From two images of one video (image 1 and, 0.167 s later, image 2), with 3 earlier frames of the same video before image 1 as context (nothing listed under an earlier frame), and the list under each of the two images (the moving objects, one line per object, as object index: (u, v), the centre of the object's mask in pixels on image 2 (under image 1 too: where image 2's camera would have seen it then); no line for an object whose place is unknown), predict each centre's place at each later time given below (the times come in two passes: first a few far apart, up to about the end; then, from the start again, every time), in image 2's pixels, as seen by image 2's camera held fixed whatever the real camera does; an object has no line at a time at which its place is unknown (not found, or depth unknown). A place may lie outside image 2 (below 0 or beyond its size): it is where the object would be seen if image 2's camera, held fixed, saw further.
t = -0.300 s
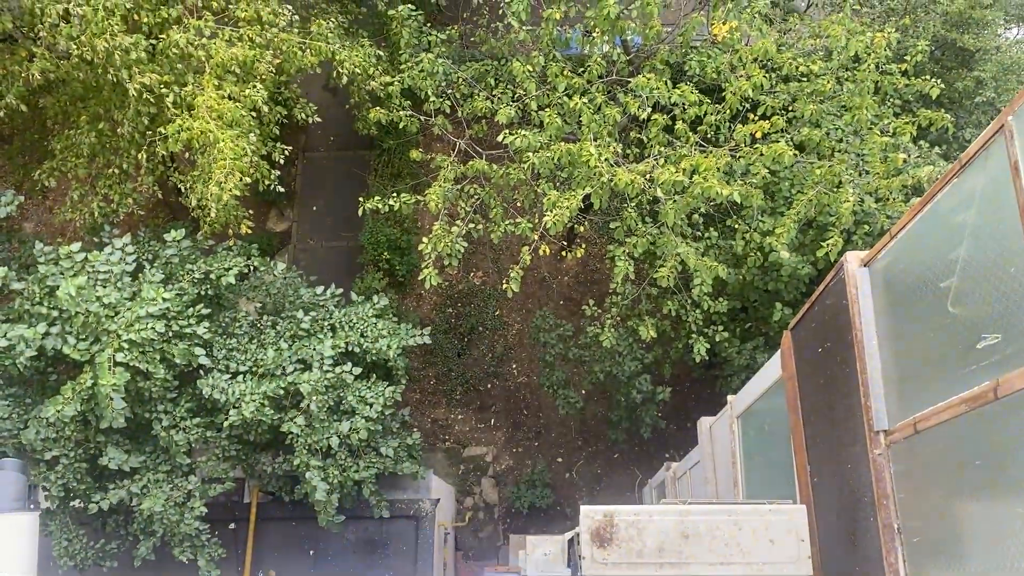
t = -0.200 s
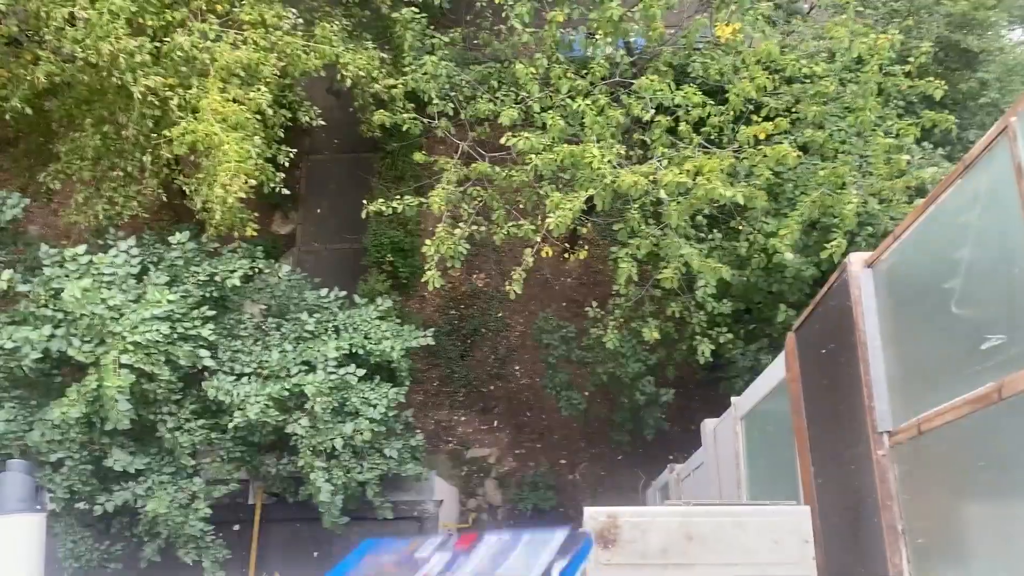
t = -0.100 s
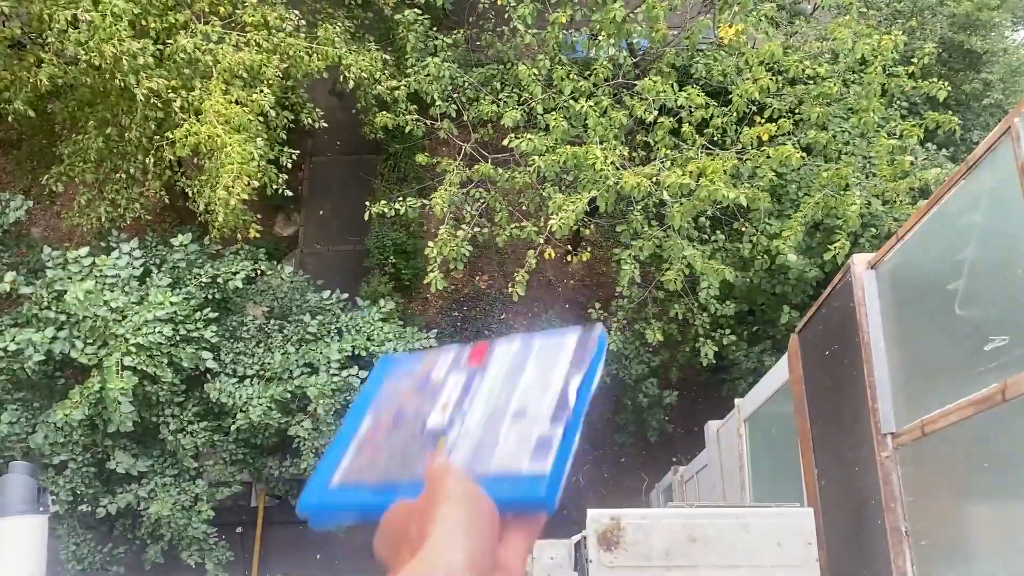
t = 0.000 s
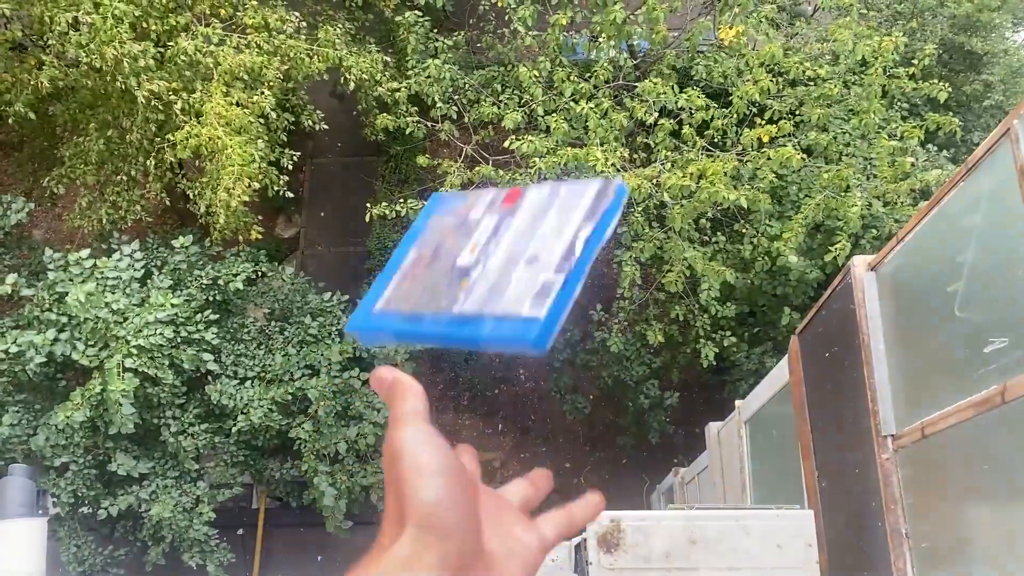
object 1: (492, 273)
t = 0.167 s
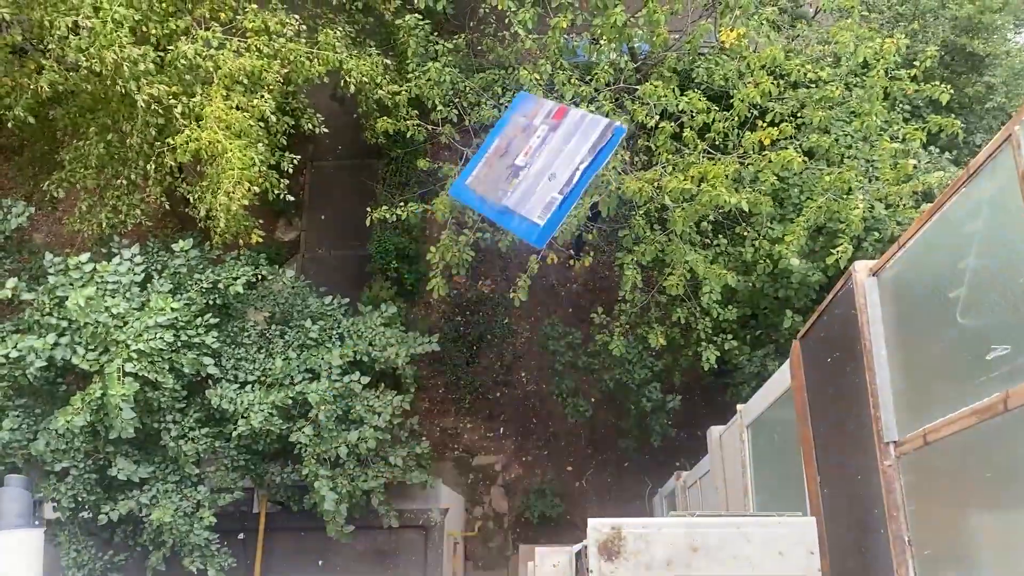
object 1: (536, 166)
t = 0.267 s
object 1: (554, 174)
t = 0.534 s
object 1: (551, 207)
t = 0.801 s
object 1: (578, 280)
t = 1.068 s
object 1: (623, 365)
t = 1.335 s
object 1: (652, 380)
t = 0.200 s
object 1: (543, 166)
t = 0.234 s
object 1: (549, 170)
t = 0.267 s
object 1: (554, 174)
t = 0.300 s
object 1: (558, 179)
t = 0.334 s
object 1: (559, 185)
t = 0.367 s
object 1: (558, 190)
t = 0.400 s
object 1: (556, 193)
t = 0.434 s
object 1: (553, 196)
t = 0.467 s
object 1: (551, 199)
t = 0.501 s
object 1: (551, 203)
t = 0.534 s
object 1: (551, 207)
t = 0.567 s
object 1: (553, 214)
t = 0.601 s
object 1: (556, 221)
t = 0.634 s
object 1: (560, 230)
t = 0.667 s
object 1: (562, 239)
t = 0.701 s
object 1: (567, 249)
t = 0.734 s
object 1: (571, 260)
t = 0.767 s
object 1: (575, 270)
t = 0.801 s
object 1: (578, 280)
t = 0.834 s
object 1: (581, 291)
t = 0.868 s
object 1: (584, 301)
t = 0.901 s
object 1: (587, 313)
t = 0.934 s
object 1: (592, 324)
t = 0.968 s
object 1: (597, 336)
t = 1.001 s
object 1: (606, 348)
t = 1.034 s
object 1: (615, 358)
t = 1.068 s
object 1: (623, 365)
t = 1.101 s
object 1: (630, 371)
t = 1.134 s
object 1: (636, 375)
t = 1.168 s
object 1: (643, 378)
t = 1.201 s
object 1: (647, 381)
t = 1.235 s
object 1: (650, 382)
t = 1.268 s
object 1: (652, 383)
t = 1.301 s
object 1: (652, 382)
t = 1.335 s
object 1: (652, 380)
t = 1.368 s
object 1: (652, 378)
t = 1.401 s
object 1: (651, 376)
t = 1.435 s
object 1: (652, 376)
